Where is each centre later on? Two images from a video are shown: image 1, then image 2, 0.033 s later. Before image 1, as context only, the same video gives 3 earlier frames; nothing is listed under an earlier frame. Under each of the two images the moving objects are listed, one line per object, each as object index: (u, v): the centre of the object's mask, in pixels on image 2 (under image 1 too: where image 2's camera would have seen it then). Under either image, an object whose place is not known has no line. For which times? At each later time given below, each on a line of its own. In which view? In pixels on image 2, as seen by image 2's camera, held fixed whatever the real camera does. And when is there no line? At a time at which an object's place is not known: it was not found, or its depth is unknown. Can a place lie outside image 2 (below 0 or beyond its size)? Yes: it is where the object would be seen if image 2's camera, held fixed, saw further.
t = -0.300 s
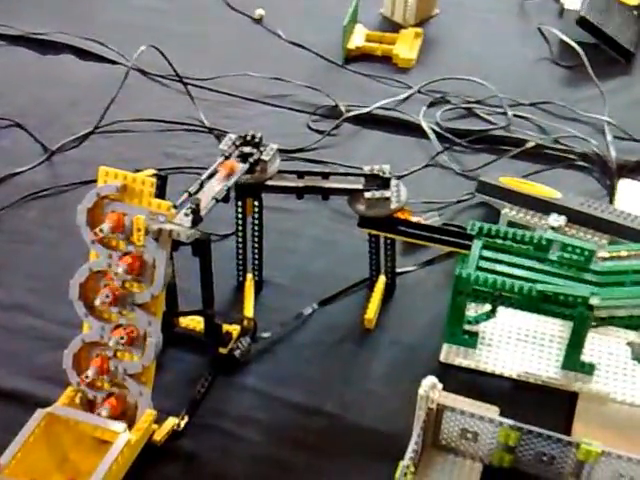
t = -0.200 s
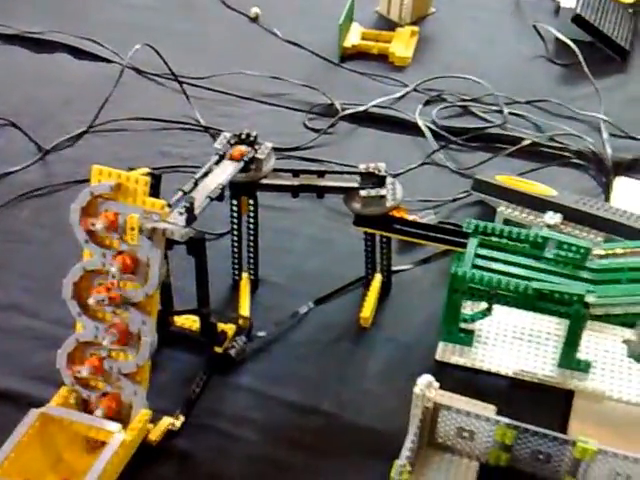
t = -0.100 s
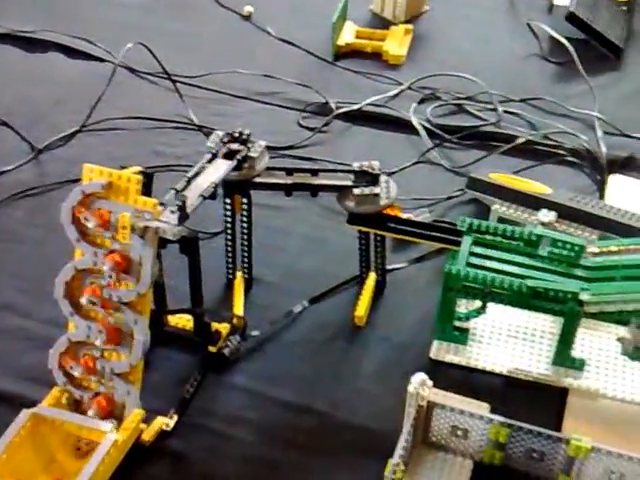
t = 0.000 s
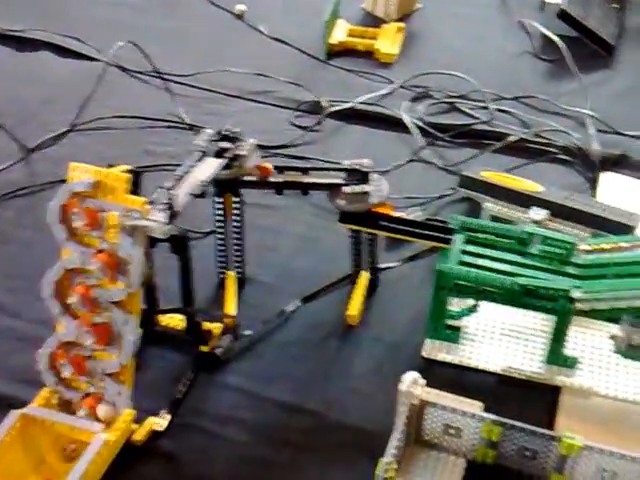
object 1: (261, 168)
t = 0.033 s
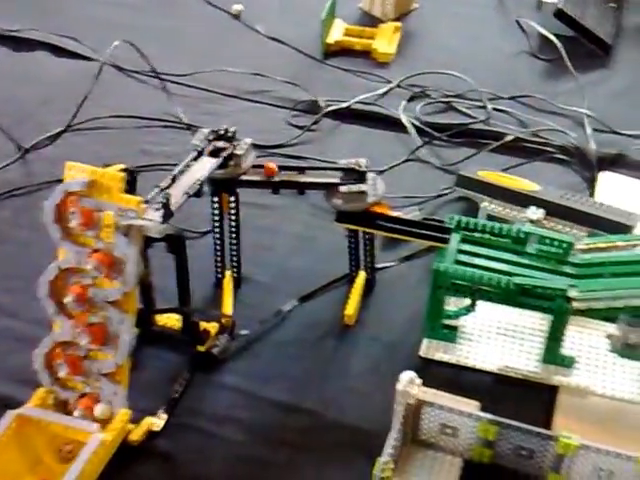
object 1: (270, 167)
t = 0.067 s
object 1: (276, 169)
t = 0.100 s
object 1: (284, 170)
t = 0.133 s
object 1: (292, 170)
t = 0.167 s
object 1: (300, 170)
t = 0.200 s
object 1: (309, 171)
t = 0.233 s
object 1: (318, 170)
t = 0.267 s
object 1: (326, 170)
